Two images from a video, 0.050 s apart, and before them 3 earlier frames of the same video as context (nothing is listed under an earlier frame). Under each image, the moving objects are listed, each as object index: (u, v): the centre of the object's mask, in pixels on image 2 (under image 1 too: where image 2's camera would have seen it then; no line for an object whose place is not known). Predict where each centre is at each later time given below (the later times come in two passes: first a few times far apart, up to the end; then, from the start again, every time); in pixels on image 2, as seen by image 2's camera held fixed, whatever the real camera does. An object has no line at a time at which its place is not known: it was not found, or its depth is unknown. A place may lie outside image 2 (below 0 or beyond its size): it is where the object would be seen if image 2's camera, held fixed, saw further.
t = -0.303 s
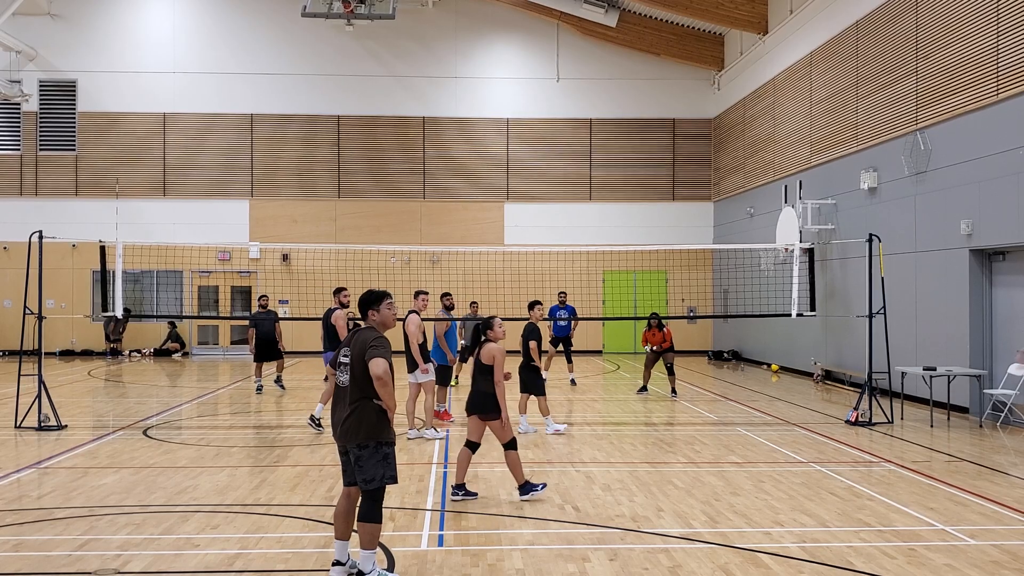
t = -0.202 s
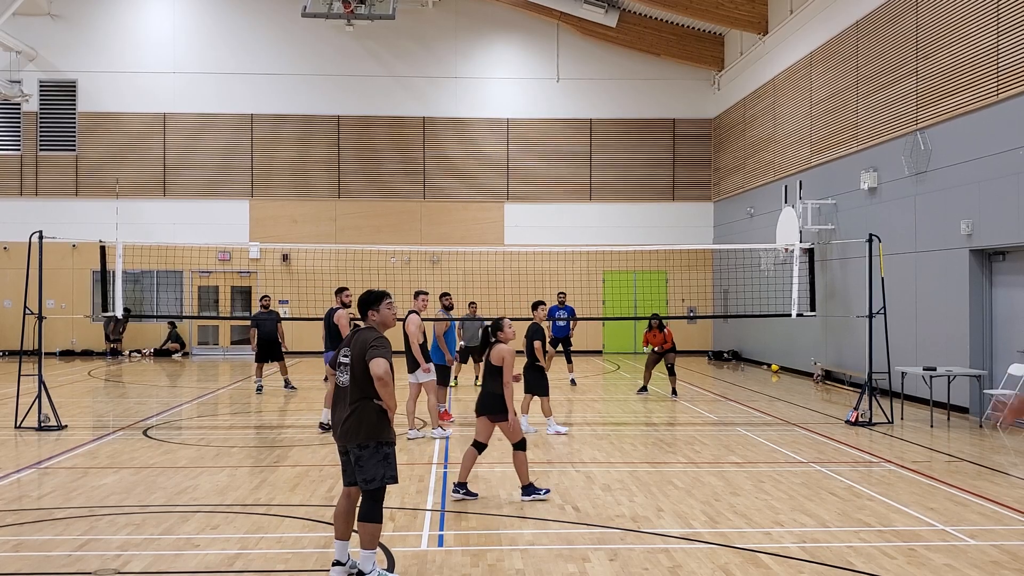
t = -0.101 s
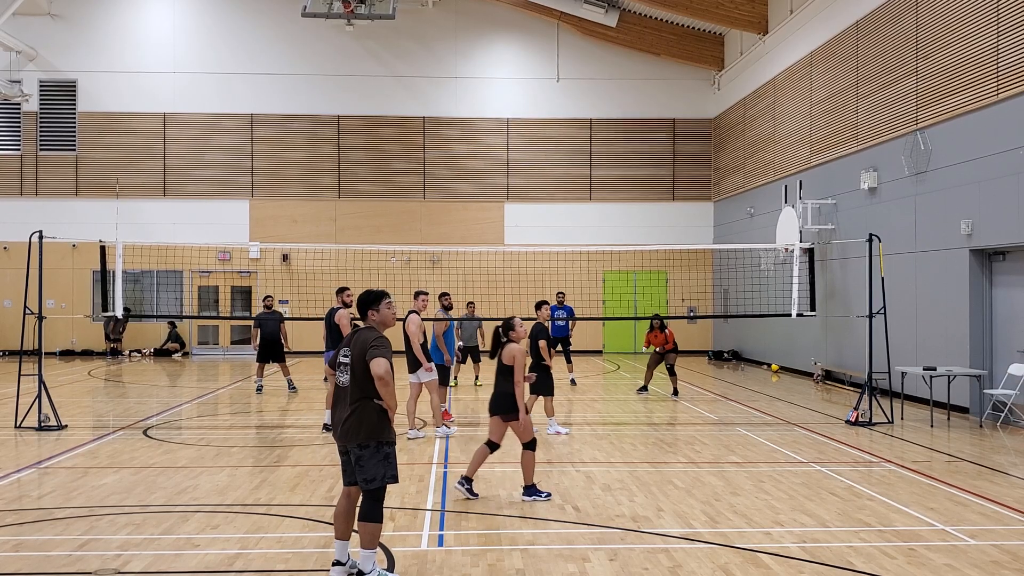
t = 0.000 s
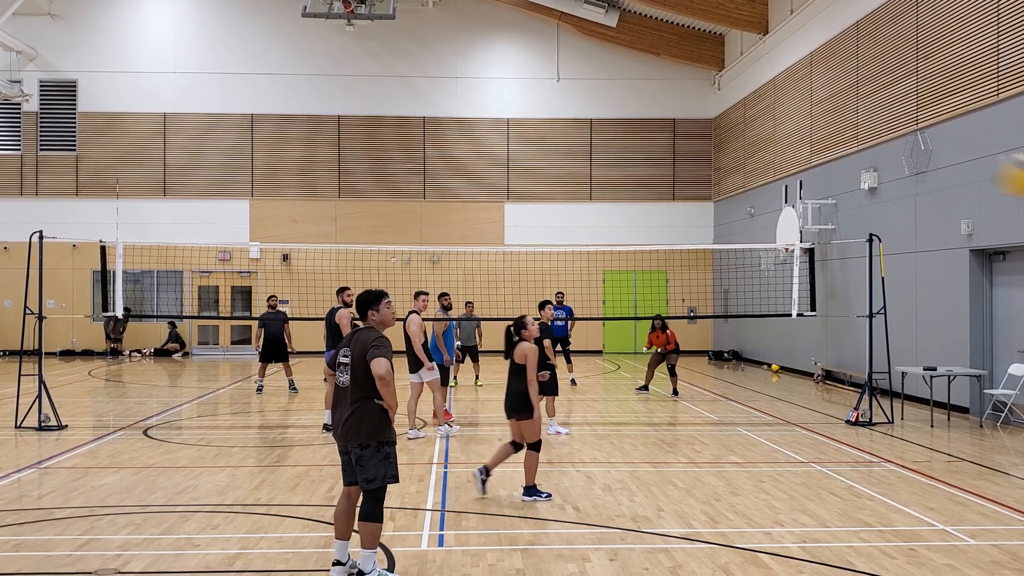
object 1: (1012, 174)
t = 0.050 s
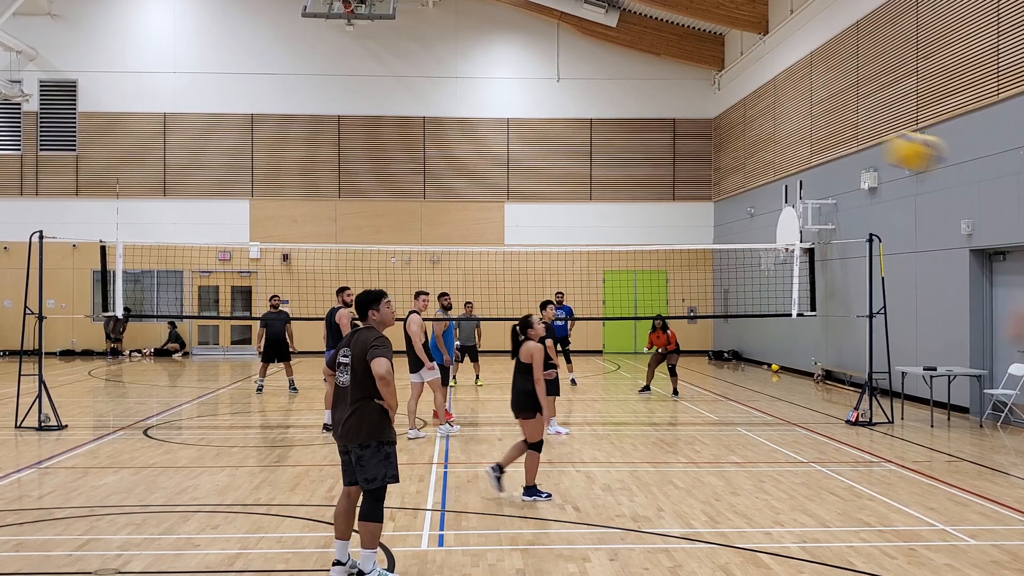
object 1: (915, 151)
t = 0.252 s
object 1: (656, 121)
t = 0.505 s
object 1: (514, 143)
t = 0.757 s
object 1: (442, 192)
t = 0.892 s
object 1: (416, 225)
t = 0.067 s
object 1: (884, 145)
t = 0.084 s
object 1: (852, 139)
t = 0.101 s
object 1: (827, 135)
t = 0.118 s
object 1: (801, 131)
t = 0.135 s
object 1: (778, 128)
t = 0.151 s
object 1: (757, 126)
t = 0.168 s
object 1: (735, 124)
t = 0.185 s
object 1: (717, 122)
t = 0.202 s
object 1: (700, 121)
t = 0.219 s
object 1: (683, 120)
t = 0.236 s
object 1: (669, 120)
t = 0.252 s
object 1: (656, 121)
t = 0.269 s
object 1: (641, 121)
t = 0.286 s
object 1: (629, 122)
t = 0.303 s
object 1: (618, 123)
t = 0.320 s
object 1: (606, 124)
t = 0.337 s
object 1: (595, 125)
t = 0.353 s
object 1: (585, 126)
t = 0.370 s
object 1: (576, 128)
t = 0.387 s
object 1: (567, 129)
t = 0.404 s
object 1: (558, 131)
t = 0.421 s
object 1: (550, 133)
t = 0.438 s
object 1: (543, 135)
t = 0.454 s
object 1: (535, 136)
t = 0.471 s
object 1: (528, 139)
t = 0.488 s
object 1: (520, 141)
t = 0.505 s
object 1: (514, 143)
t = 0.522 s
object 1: (508, 146)
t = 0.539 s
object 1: (502, 149)
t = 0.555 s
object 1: (495, 152)
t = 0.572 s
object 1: (490, 155)
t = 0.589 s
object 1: (484, 158)
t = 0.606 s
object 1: (479, 161)
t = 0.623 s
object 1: (474, 164)
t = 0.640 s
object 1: (470, 167)
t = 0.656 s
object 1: (465, 170)
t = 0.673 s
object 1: (461, 174)
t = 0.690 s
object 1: (456, 177)
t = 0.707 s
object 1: (453, 180)
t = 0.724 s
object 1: (449, 184)
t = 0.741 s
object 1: (445, 188)
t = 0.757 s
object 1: (442, 192)
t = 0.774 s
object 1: (438, 195)
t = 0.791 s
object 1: (435, 199)
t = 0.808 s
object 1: (432, 203)
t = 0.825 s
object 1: (429, 207)
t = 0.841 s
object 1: (426, 212)
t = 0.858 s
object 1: (423, 216)
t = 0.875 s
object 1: (420, 220)
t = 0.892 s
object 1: (416, 225)
